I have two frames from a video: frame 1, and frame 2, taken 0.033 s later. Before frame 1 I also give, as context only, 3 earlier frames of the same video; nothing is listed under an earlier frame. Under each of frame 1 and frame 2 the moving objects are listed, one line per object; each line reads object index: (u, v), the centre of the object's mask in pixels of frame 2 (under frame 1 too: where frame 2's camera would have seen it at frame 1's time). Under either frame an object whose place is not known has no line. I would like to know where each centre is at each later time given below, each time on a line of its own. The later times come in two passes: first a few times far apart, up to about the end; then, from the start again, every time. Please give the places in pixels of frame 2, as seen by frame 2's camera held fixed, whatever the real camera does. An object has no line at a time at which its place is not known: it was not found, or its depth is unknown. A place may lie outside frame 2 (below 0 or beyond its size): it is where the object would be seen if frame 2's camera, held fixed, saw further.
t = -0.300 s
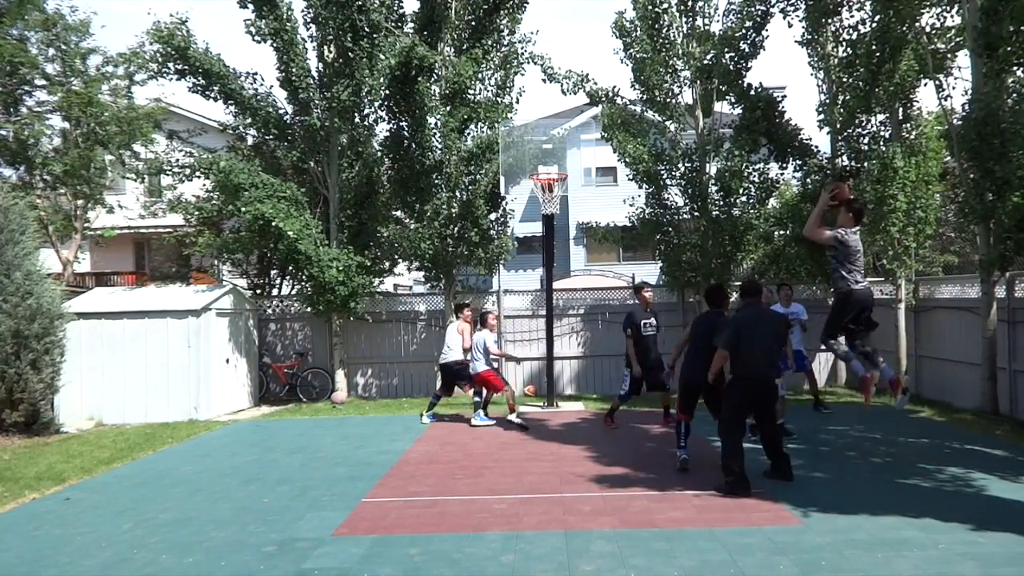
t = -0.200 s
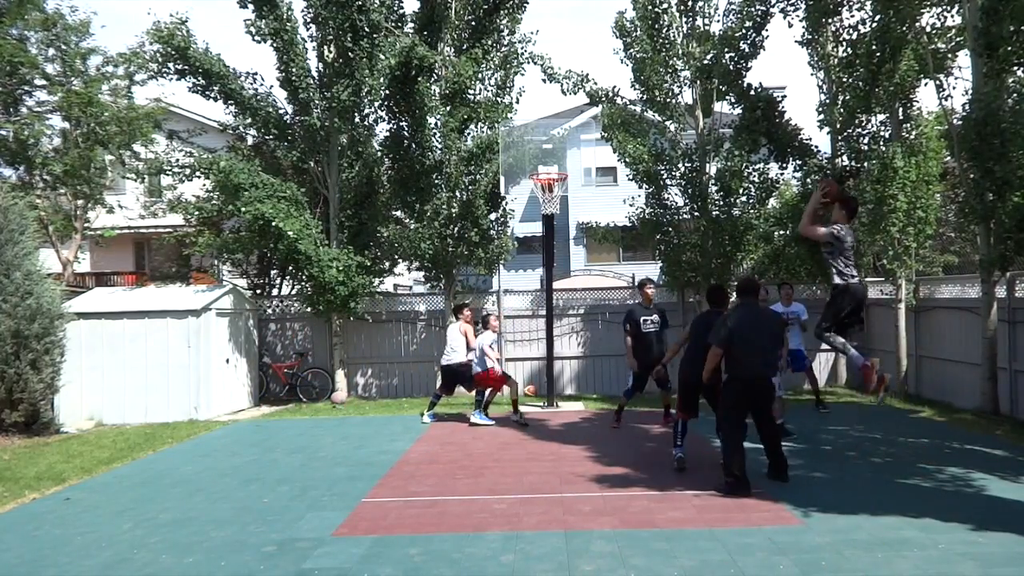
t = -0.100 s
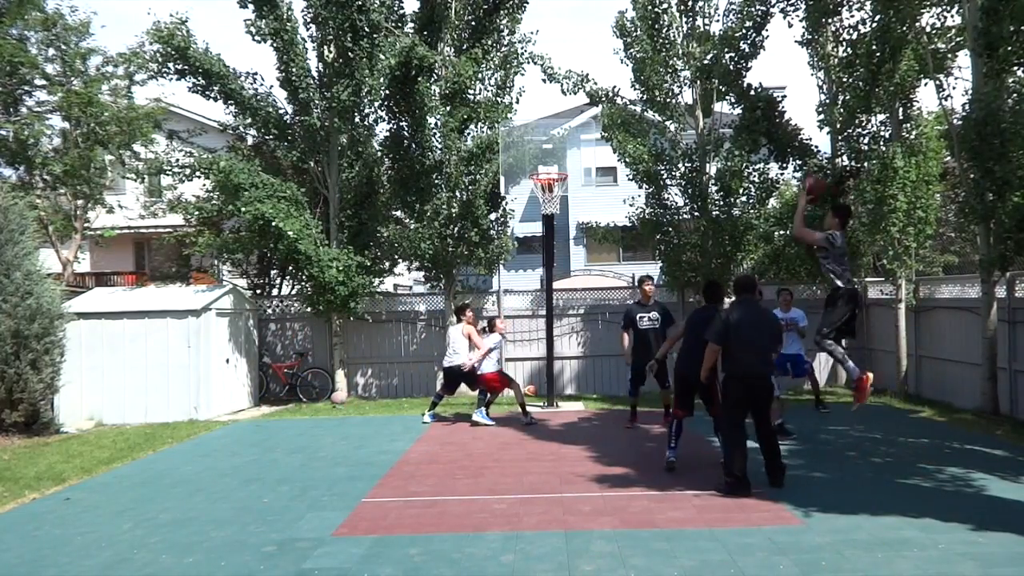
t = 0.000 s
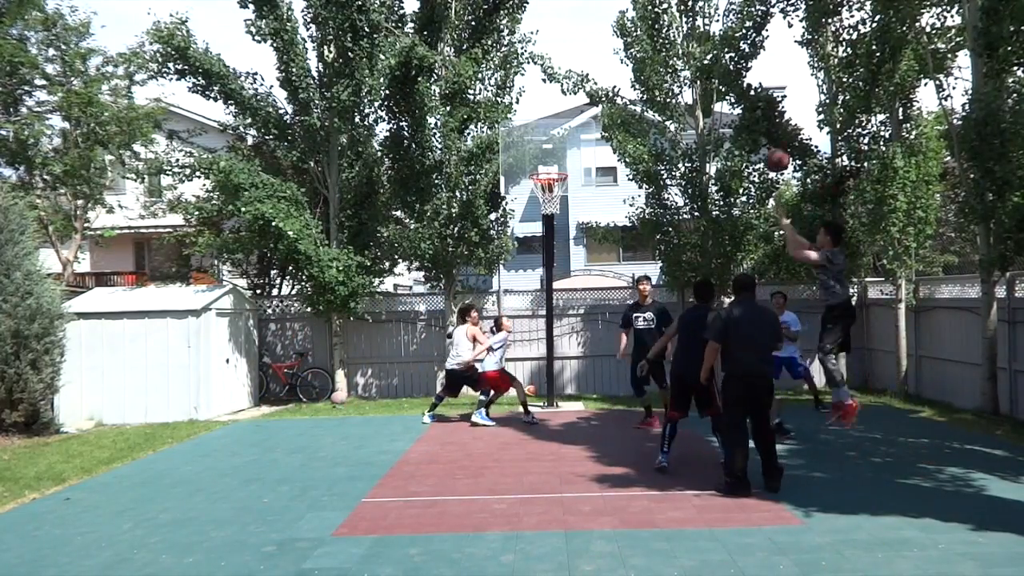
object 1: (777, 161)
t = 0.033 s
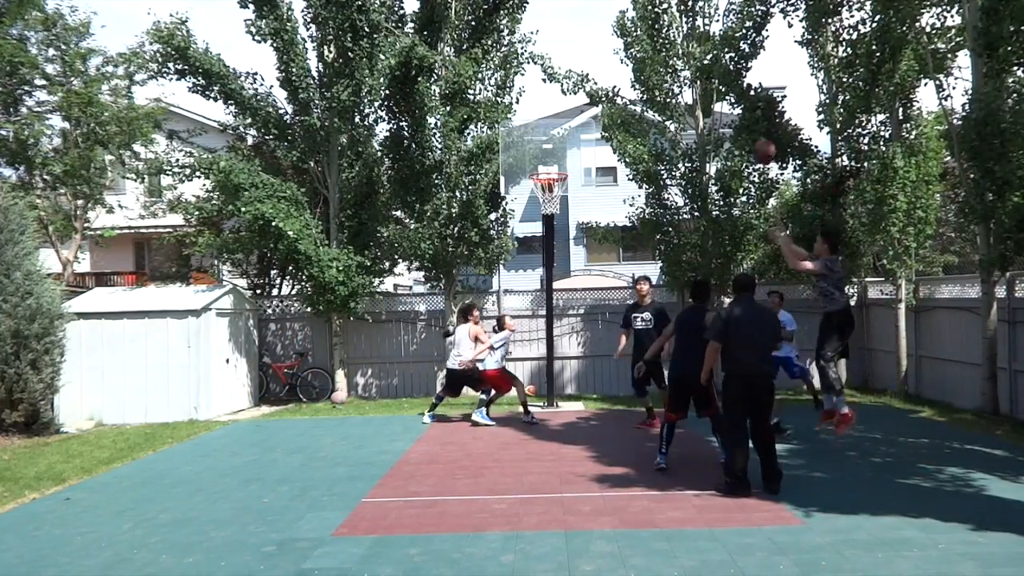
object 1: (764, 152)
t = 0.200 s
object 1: (705, 128)
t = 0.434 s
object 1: (635, 138)
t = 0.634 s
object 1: (583, 182)
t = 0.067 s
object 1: (751, 144)
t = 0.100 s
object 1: (739, 138)
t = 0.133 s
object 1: (727, 134)
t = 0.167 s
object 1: (715, 130)
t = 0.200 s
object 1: (705, 128)
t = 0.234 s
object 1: (694, 126)
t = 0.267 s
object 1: (684, 126)
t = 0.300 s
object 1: (674, 126)
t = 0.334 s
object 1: (664, 128)
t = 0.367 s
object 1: (654, 130)
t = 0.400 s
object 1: (644, 133)
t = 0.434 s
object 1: (635, 138)
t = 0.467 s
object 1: (625, 144)
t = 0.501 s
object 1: (617, 150)
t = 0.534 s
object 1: (608, 157)
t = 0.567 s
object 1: (599, 165)
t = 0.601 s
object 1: (591, 173)
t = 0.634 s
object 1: (583, 182)
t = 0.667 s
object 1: (575, 192)
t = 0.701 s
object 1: (568, 202)
